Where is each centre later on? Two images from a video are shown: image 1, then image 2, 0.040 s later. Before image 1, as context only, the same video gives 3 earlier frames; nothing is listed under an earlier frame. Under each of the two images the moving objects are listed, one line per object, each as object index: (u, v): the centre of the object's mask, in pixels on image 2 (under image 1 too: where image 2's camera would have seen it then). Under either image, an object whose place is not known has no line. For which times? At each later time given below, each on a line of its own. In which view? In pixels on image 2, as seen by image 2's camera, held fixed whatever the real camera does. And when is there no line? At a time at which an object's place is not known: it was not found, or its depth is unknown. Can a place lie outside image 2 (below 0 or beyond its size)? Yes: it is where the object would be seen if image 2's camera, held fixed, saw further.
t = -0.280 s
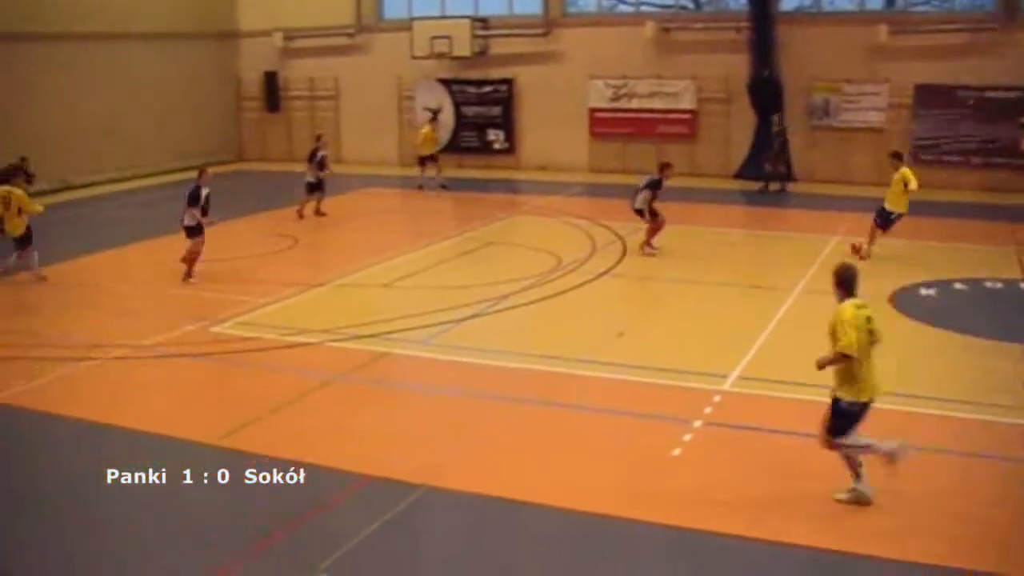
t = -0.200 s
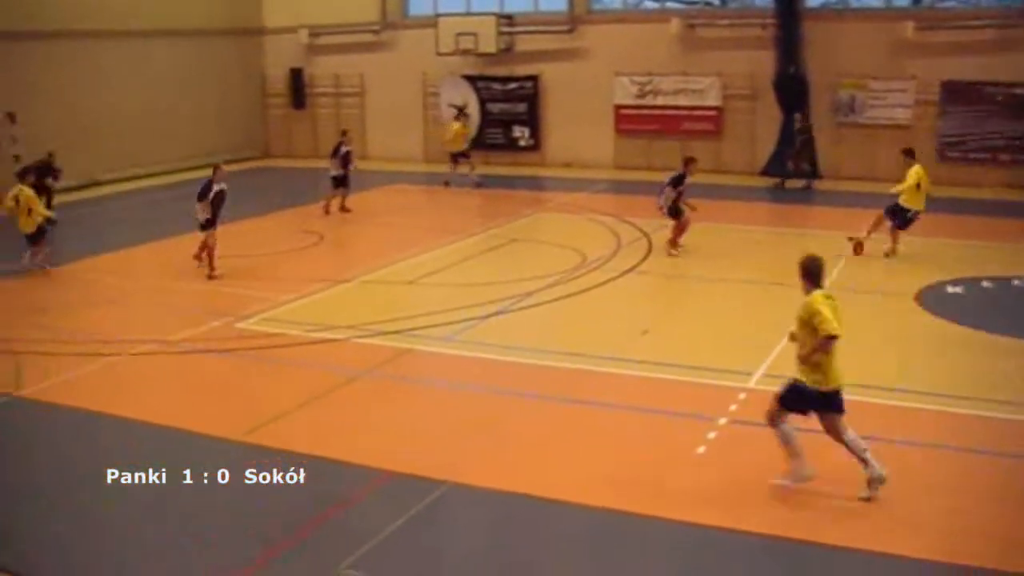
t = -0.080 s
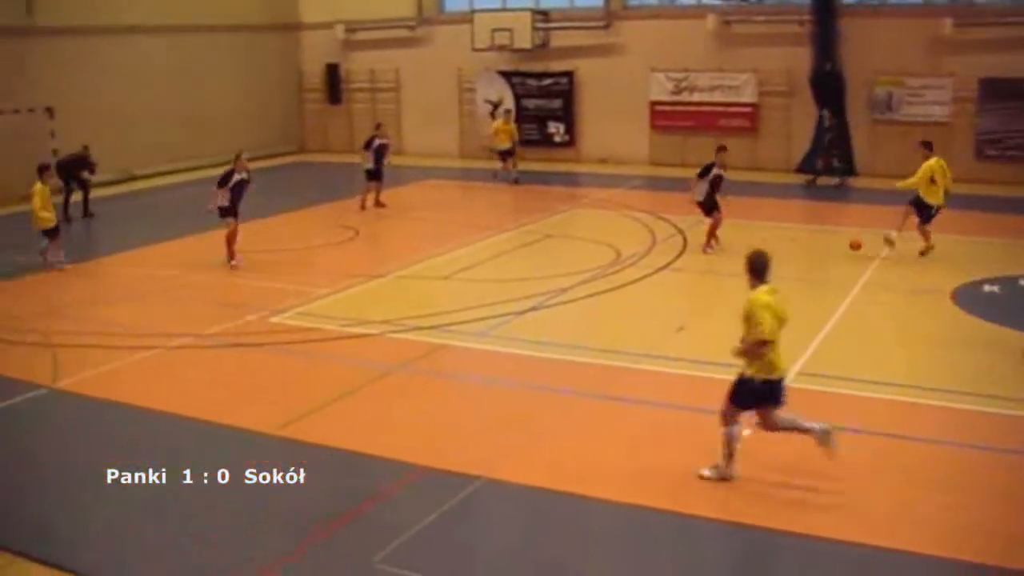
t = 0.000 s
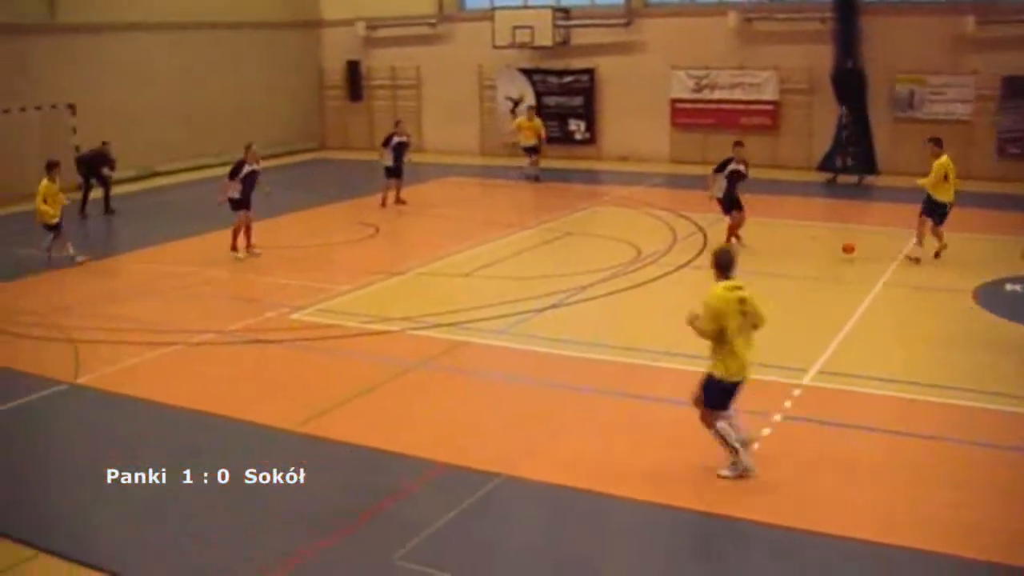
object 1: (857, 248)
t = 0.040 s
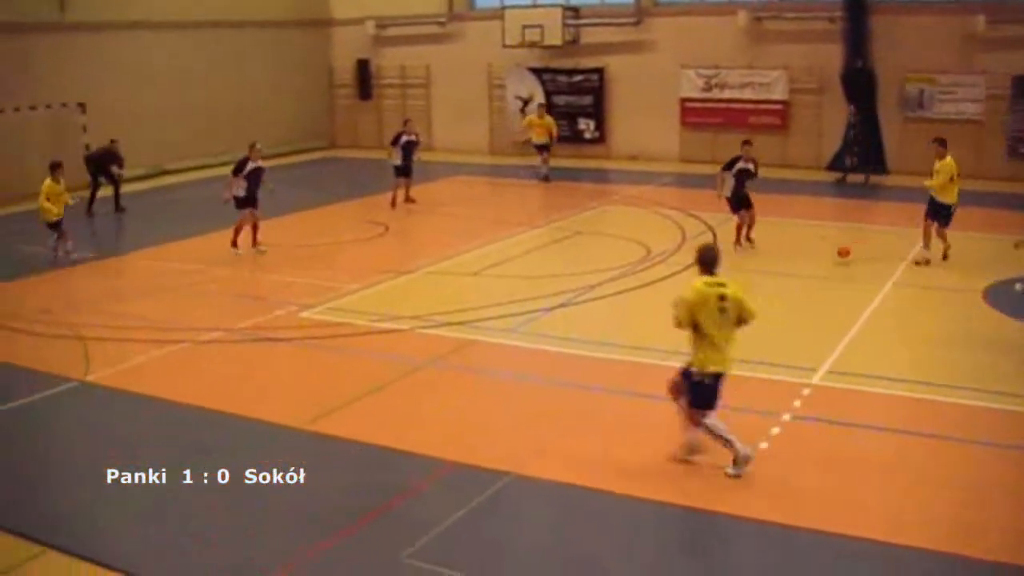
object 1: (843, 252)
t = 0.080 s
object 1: (829, 259)
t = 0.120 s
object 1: (814, 262)
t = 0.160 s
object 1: (799, 262)
